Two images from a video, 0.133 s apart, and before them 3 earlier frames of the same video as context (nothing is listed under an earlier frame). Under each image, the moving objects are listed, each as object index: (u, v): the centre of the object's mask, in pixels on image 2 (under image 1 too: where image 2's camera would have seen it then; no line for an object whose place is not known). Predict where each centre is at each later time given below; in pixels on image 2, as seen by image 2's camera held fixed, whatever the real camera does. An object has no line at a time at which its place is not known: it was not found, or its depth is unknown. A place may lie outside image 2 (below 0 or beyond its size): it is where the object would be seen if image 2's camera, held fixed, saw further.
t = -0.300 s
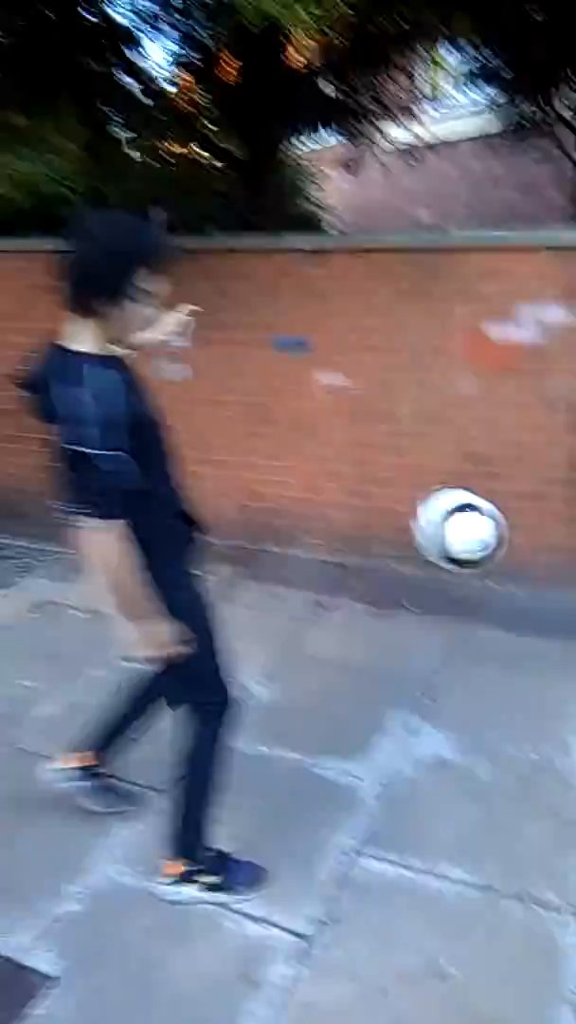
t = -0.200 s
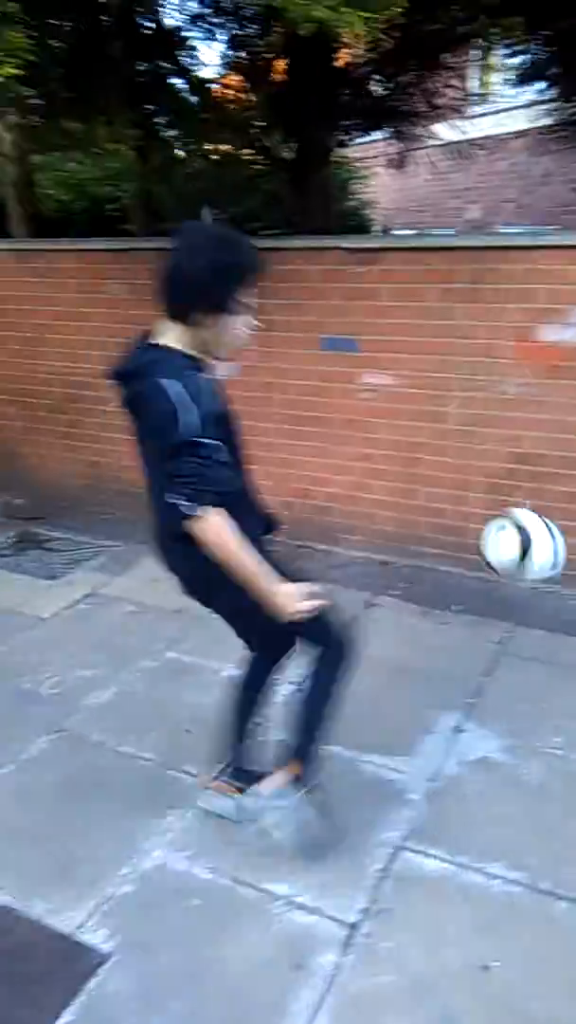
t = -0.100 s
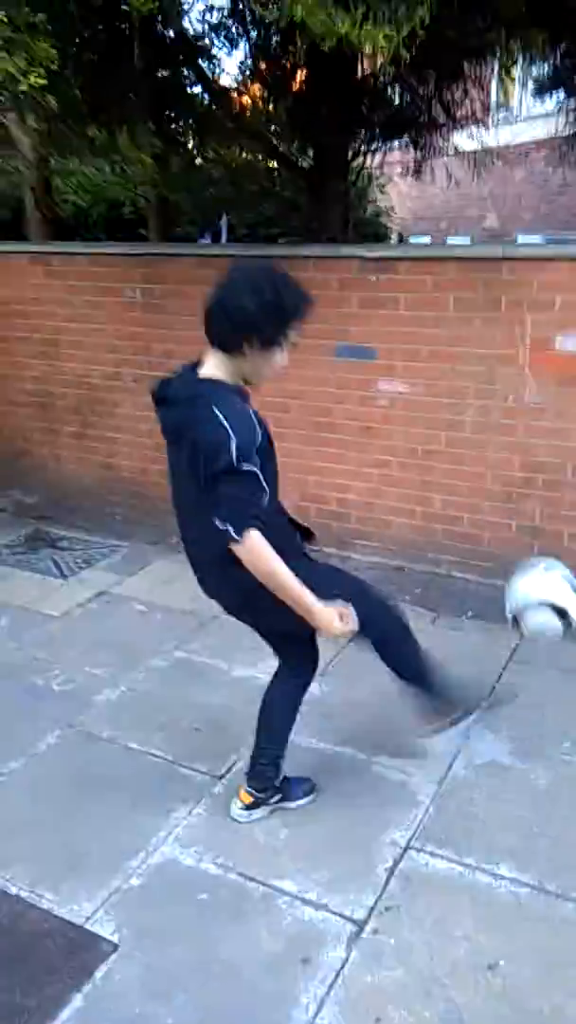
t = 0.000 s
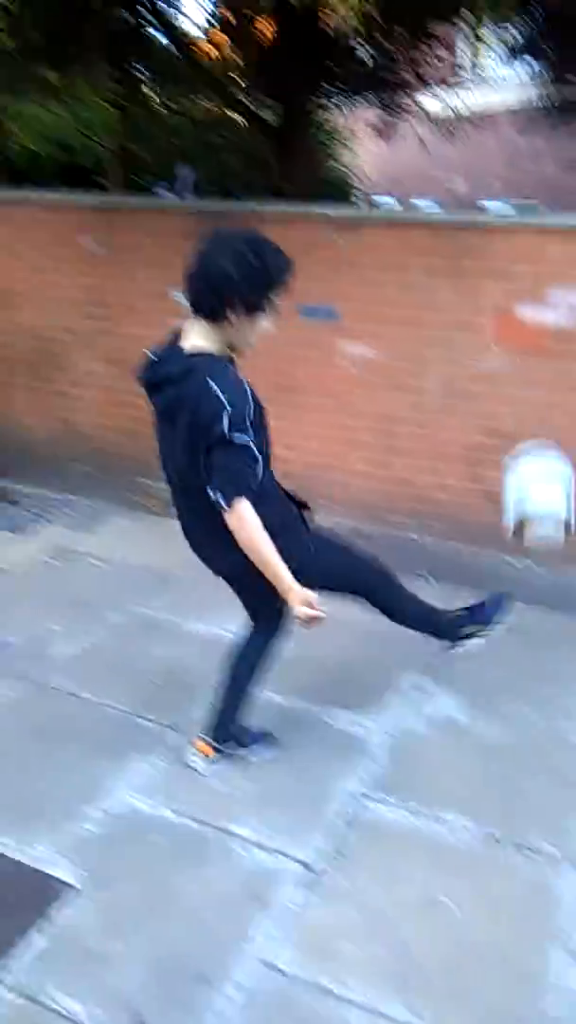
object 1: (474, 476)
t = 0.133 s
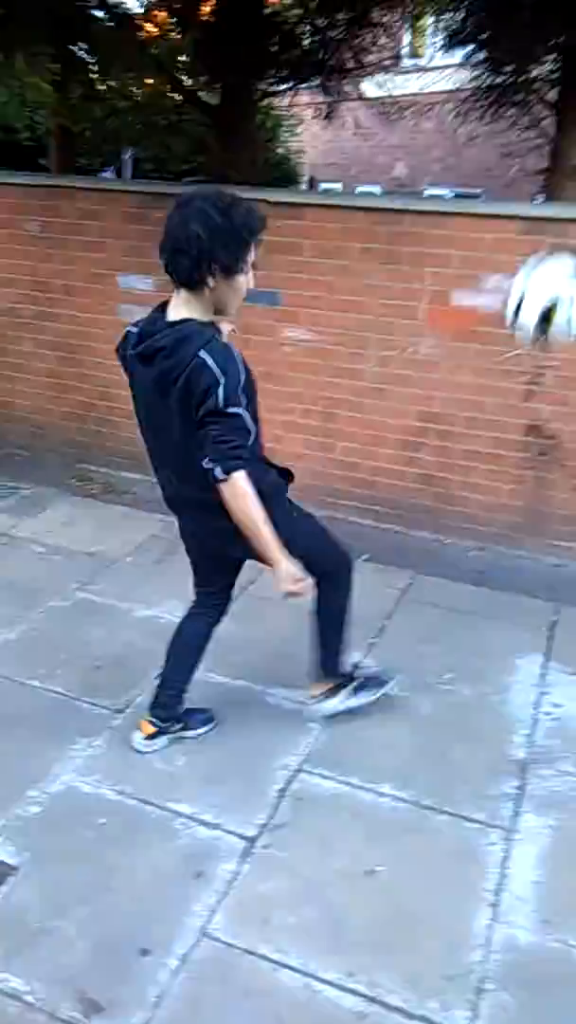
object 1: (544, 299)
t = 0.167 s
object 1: (559, 260)
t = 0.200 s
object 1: (575, 226)
